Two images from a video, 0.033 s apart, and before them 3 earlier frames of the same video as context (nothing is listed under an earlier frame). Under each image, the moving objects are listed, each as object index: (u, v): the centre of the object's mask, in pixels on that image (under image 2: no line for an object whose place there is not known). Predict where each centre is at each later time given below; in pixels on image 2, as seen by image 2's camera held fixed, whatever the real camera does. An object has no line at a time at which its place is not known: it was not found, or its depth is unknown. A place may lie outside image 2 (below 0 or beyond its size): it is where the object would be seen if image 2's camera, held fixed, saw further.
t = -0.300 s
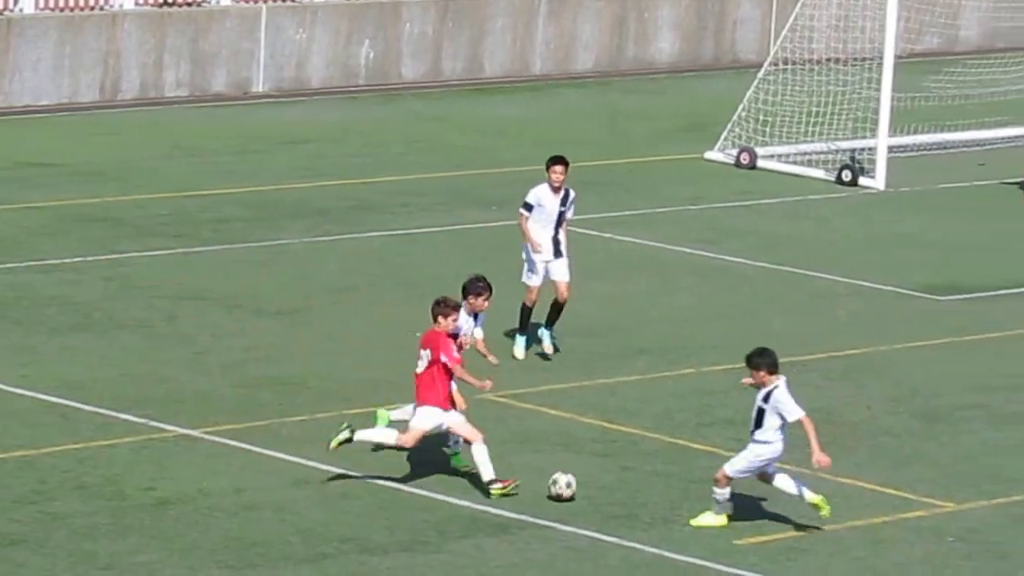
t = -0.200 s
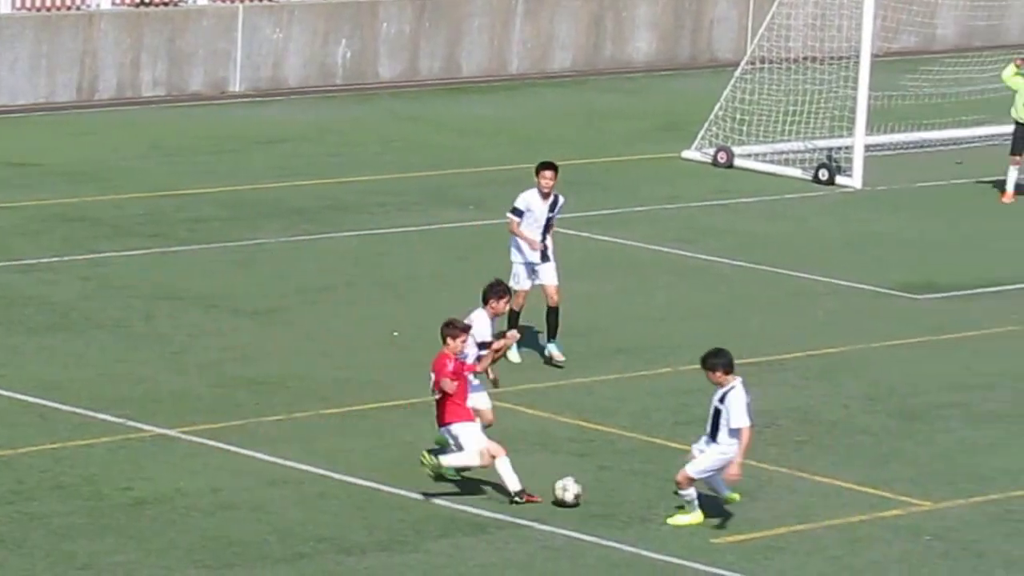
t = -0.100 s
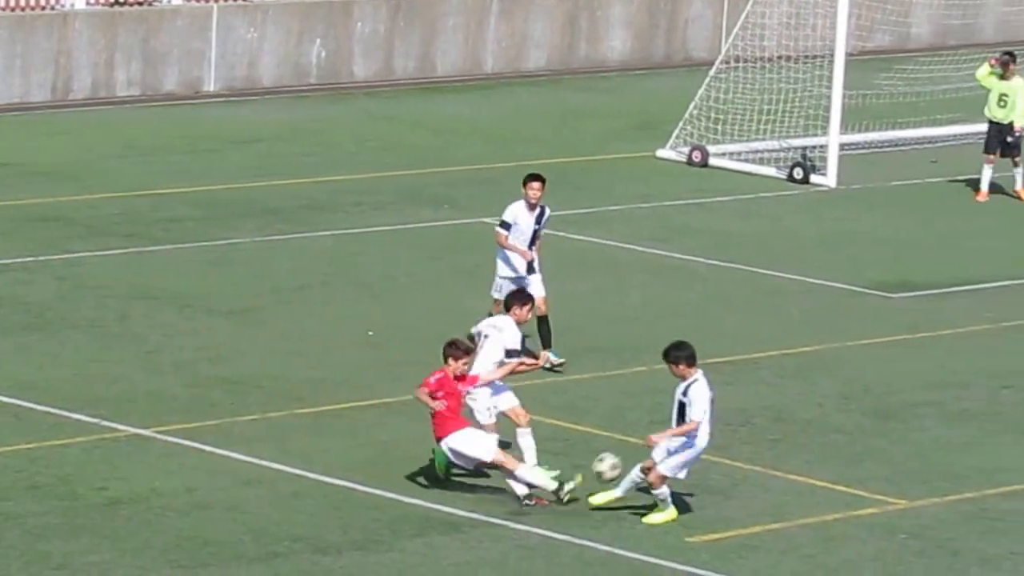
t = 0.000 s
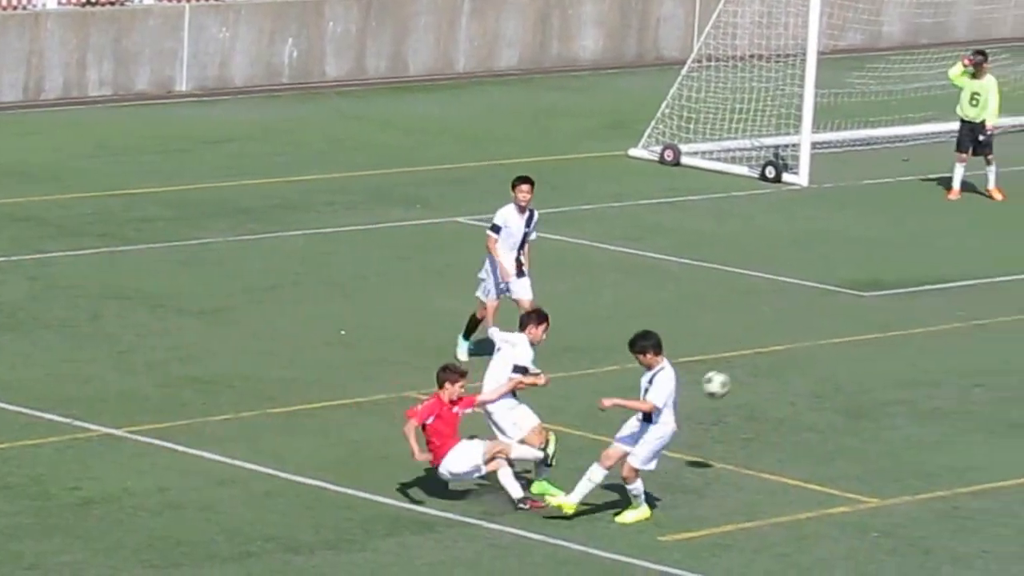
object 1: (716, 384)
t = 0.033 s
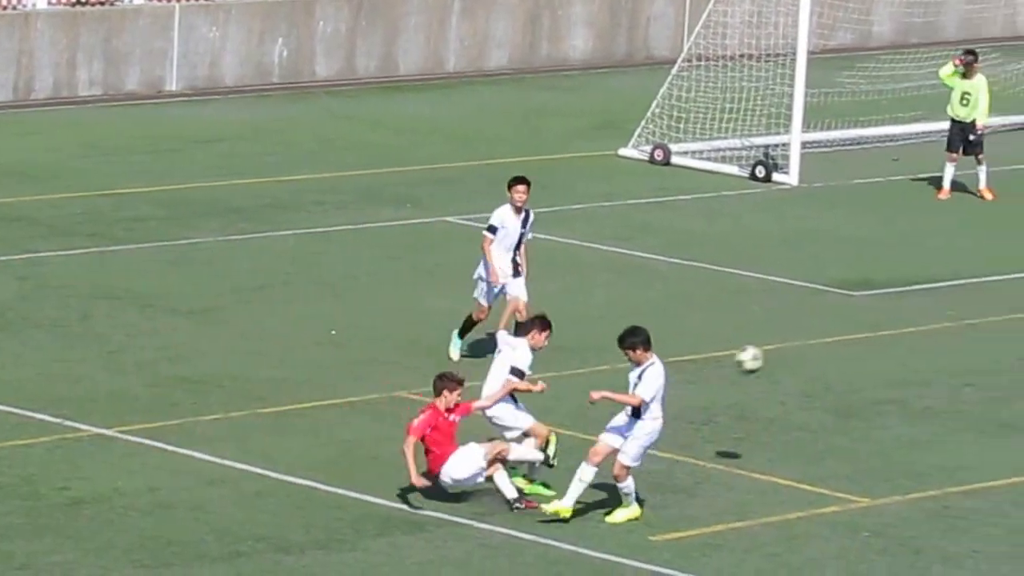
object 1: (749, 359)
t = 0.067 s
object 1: (792, 336)
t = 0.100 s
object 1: (831, 315)
